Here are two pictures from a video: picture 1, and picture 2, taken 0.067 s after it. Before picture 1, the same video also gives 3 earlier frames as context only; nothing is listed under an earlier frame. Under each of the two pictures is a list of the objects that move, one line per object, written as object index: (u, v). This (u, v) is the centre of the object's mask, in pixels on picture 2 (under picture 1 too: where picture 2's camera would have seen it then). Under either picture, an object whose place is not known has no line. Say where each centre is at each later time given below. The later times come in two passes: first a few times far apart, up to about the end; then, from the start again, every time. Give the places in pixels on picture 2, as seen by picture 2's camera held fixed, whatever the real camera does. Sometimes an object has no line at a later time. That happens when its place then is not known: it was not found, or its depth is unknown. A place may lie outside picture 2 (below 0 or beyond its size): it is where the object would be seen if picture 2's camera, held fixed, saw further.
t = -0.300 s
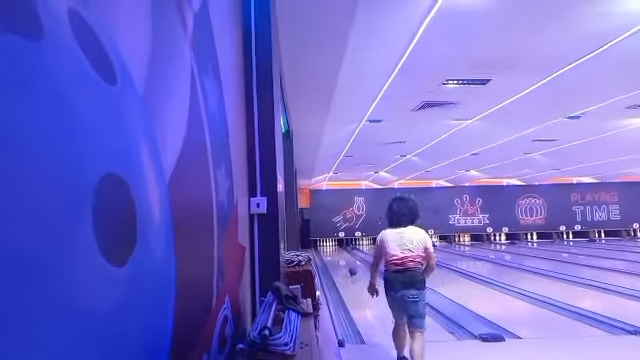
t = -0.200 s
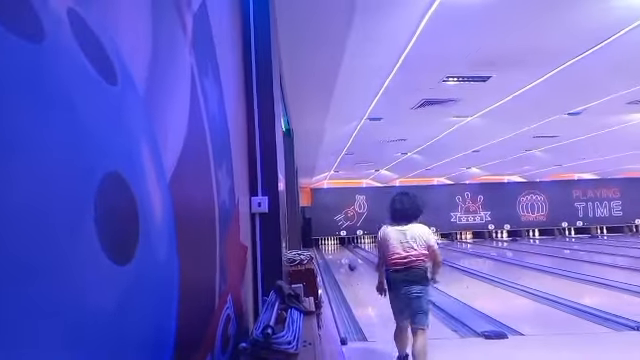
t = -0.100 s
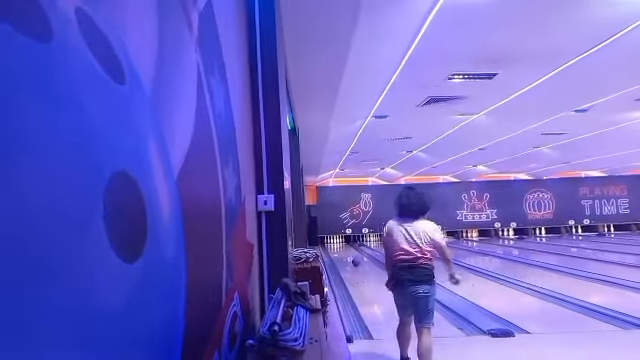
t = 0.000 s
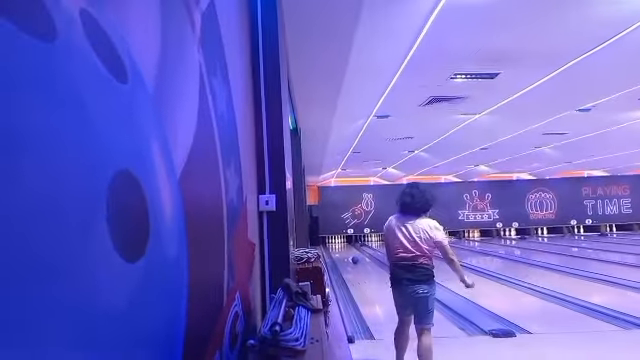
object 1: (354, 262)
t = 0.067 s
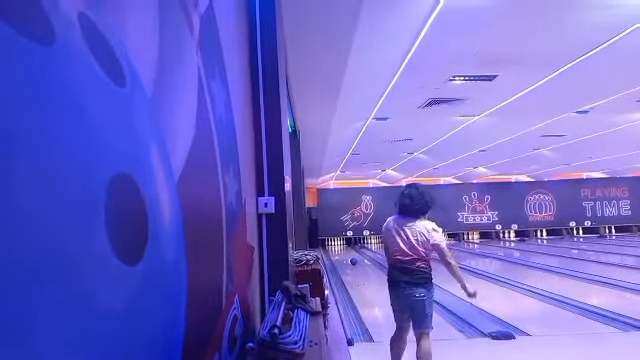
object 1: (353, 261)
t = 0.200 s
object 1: (350, 258)
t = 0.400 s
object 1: (347, 255)
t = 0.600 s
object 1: (345, 252)
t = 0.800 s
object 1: (343, 250)
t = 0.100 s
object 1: (352, 260)
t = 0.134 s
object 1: (352, 260)
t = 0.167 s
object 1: (351, 259)
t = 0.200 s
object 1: (350, 258)
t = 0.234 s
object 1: (350, 257)
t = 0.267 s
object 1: (349, 258)
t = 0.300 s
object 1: (349, 257)
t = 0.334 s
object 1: (348, 256)
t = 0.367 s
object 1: (348, 256)
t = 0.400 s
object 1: (347, 255)
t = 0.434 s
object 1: (347, 255)
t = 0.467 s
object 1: (347, 255)
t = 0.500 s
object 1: (346, 254)
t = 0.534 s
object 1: (346, 254)
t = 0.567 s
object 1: (345, 253)
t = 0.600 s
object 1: (345, 252)
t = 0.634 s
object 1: (345, 252)
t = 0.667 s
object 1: (344, 252)
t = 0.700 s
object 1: (344, 252)
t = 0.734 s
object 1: (344, 251)
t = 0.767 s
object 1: (344, 251)
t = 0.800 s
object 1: (343, 250)
